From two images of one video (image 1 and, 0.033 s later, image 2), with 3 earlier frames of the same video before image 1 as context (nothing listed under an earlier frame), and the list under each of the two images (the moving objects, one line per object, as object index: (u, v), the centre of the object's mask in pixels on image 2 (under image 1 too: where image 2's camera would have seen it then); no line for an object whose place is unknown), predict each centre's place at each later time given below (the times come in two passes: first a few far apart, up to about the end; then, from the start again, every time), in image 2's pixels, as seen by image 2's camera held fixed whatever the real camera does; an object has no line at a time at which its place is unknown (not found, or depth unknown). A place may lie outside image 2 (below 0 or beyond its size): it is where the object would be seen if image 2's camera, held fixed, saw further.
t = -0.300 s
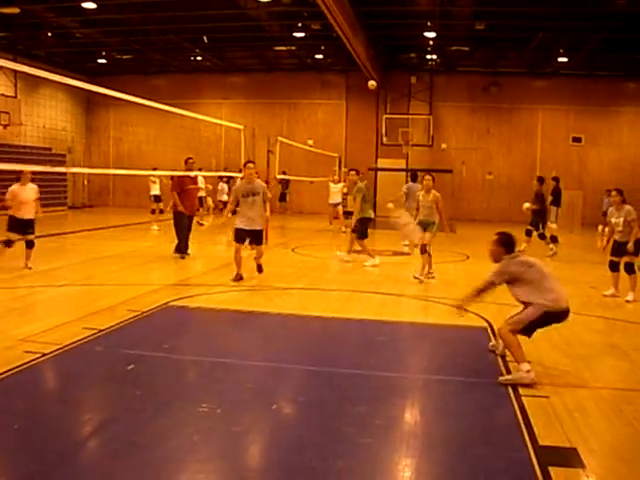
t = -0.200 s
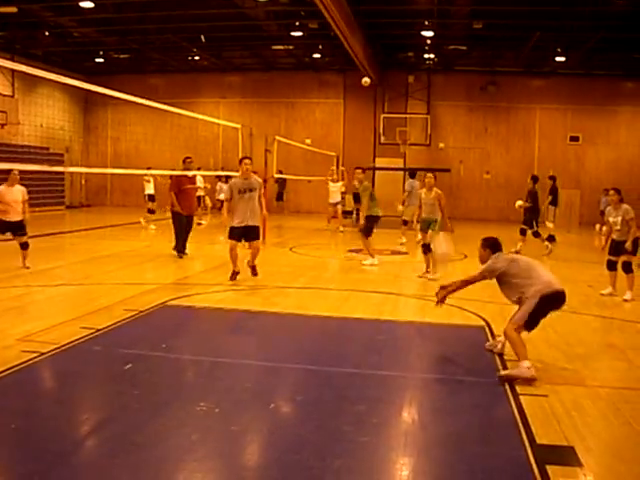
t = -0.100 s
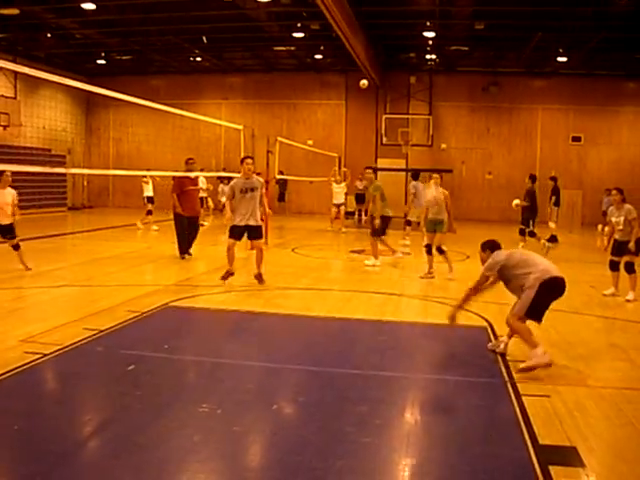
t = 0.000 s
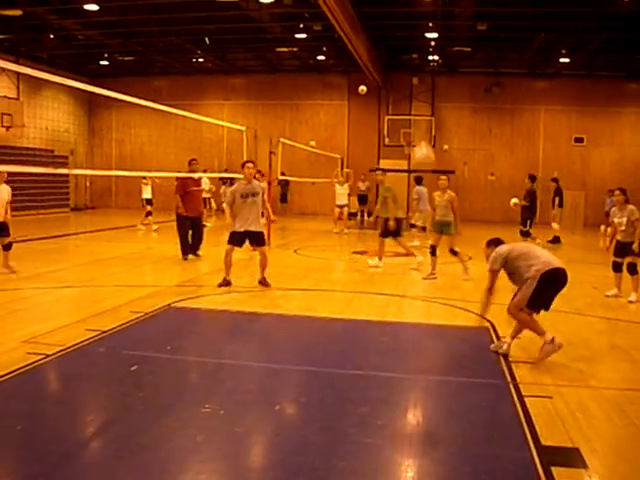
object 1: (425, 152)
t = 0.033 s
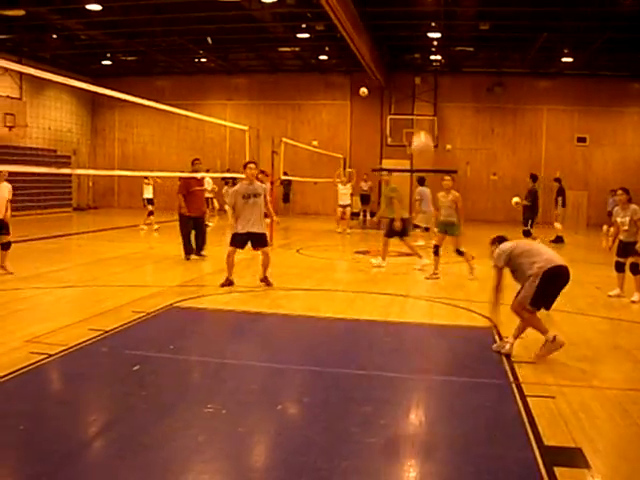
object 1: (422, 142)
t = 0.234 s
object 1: (399, 104)
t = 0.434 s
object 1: (377, 106)
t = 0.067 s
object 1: (418, 135)
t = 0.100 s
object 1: (413, 128)
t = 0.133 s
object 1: (410, 121)
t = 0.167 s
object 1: (407, 114)
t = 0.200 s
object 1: (403, 109)
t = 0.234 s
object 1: (399, 104)
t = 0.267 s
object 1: (396, 103)
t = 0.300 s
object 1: (392, 101)
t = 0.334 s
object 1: (389, 101)
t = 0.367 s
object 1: (385, 102)
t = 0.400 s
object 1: (381, 104)
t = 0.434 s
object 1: (377, 106)
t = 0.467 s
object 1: (375, 110)
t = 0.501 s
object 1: (371, 114)
